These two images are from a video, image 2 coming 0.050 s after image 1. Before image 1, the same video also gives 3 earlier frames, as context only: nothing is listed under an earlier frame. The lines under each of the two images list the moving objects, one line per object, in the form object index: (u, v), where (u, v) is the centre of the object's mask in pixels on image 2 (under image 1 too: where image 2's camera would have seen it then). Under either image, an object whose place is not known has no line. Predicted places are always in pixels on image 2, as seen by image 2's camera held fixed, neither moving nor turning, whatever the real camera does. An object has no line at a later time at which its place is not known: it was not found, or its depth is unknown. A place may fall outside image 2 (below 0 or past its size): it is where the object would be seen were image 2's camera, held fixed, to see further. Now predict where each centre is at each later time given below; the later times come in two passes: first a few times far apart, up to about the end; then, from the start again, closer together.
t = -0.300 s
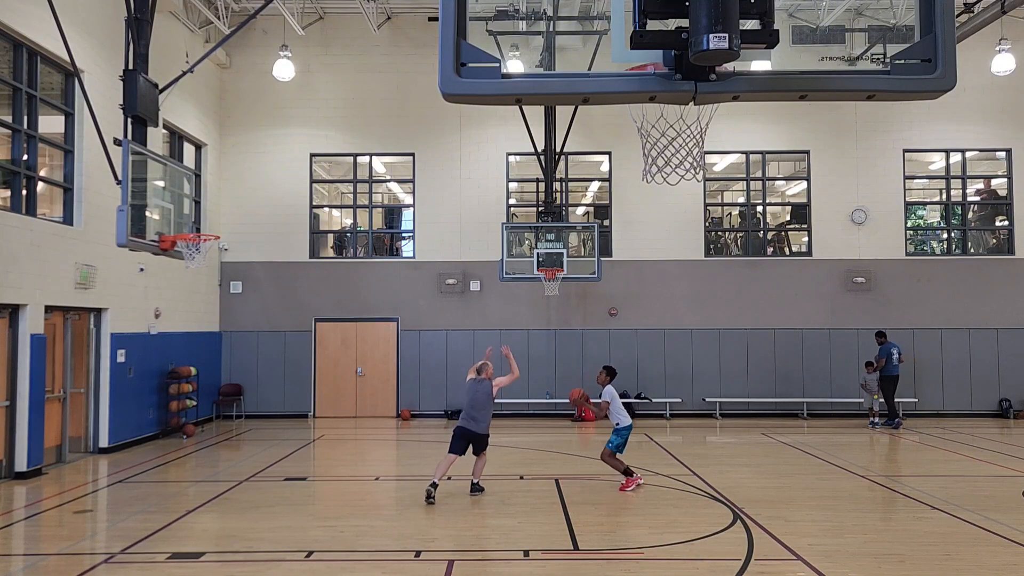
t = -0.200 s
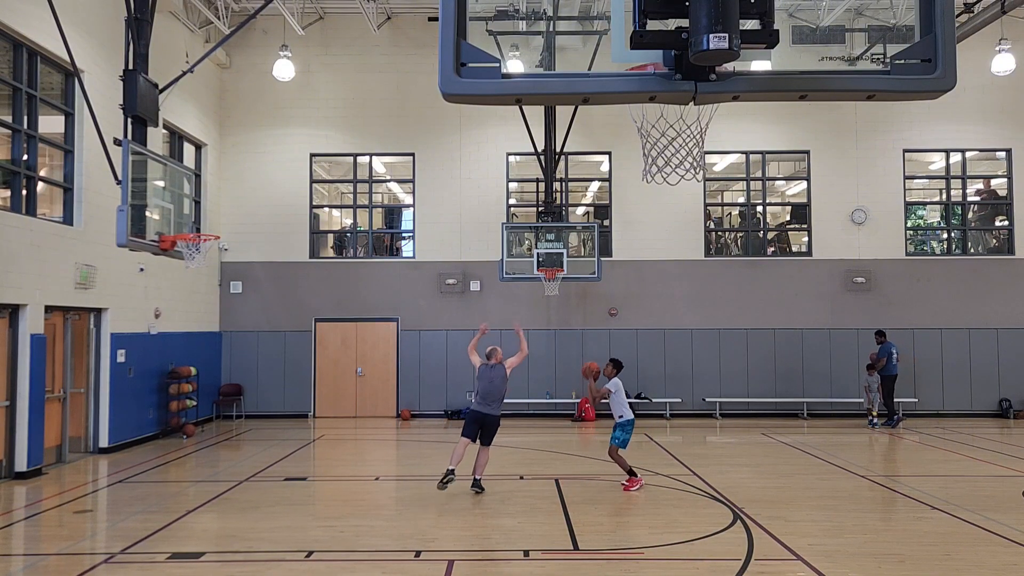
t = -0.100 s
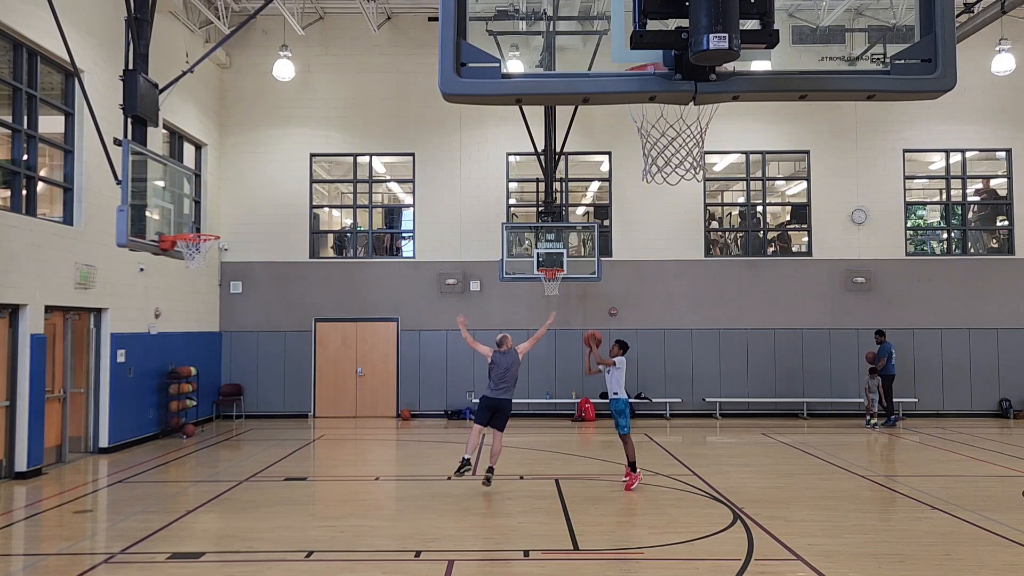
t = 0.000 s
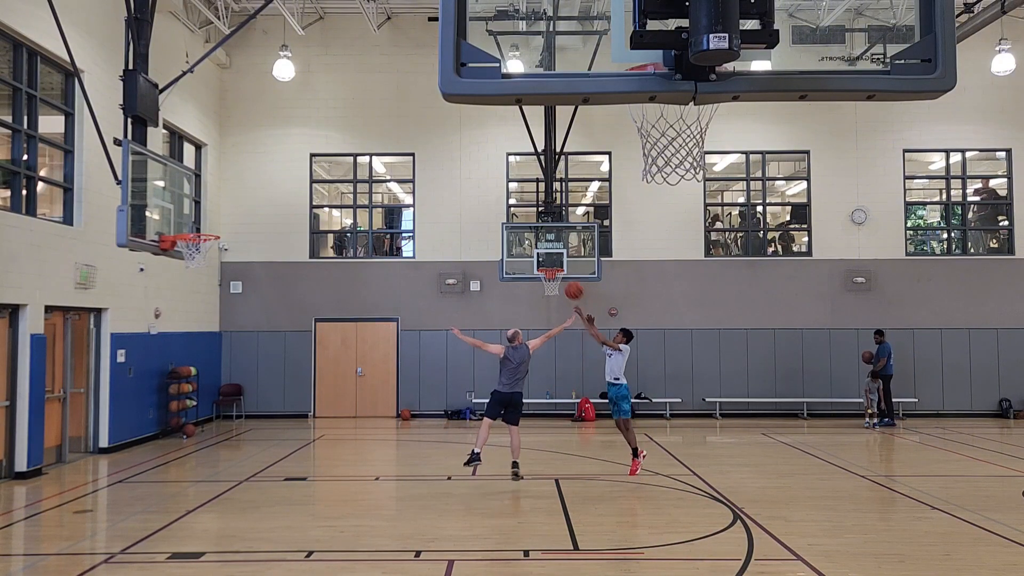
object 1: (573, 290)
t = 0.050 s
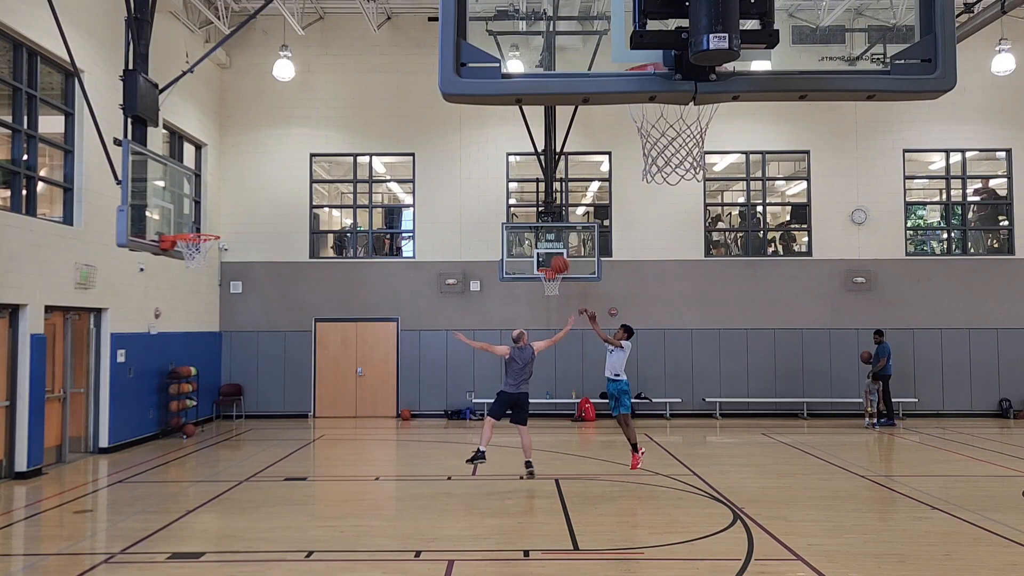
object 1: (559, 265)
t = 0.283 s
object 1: (493, 173)
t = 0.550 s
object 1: (416, 118)
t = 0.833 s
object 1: (332, 119)
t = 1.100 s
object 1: (248, 180)
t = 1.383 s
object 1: (162, 306)
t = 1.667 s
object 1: (85, 490)
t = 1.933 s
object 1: (66, 396)
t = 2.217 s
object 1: (50, 332)
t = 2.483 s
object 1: (34, 336)
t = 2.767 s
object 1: (16, 412)
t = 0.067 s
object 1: (555, 258)
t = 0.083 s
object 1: (550, 249)
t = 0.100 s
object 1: (545, 241)
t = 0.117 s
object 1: (541, 235)
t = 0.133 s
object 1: (537, 228)
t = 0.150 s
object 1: (532, 221)
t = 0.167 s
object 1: (526, 214)
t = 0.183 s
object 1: (522, 208)
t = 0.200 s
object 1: (517, 201)
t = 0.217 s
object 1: (512, 196)
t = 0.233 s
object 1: (507, 189)
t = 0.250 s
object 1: (503, 184)
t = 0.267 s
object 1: (498, 178)
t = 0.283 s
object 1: (493, 173)
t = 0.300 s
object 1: (489, 168)
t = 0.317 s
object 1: (484, 163)
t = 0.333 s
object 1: (479, 158)
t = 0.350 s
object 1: (474, 154)
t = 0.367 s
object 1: (469, 150)
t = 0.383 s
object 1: (465, 146)
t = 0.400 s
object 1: (460, 142)
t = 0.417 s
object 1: (455, 139)
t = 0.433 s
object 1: (450, 135)
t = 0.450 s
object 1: (445, 132)
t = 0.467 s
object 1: (440, 129)
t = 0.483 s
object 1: (436, 126)
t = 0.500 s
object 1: (431, 124)
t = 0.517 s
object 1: (426, 121)
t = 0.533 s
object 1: (421, 119)
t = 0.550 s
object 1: (416, 118)
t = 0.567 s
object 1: (412, 116)
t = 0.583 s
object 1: (407, 114)
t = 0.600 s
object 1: (402, 113)
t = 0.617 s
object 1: (397, 112)
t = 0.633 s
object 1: (392, 111)
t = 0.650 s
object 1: (387, 111)
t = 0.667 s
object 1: (382, 110)
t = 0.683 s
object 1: (377, 110)
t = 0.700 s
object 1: (372, 110)
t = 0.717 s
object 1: (367, 110)
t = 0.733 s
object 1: (362, 111)
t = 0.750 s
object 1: (357, 112)
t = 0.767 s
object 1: (352, 112)
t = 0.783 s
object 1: (347, 114)
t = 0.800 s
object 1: (342, 115)
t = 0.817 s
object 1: (337, 117)
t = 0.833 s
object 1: (332, 119)
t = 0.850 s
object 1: (327, 121)
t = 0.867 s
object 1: (321, 123)
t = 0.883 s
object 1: (316, 126)
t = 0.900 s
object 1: (311, 128)
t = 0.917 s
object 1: (306, 131)
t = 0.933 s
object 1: (301, 134)
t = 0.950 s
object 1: (296, 138)
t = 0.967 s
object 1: (291, 142)
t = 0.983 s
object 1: (285, 146)
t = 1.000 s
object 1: (280, 150)
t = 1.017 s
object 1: (275, 155)
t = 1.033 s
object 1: (269, 159)
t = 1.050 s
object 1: (264, 164)
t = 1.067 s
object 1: (259, 169)
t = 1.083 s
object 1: (254, 175)
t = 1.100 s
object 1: (248, 180)
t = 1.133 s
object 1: (238, 193)
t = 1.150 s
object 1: (232, 199)
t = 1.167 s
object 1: (227, 206)
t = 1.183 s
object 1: (221, 213)
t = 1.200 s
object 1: (216, 220)
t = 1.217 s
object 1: (211, 226)
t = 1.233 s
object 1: (206, 230)
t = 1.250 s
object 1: (195, 241)
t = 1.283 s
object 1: (189, 259)
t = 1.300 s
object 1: (184, 269)
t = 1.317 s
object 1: (180, 274)
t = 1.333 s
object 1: (176, 281)
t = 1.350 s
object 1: (171, 289)
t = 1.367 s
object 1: (167, 297)
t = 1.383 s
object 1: (162, 306)
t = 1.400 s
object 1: (158, 314)
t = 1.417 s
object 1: (154, 323)
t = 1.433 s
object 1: (149, 333)
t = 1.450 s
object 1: (145, 342)
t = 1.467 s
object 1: (140, 351)
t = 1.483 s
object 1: (136, 361)
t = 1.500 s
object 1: (132, 371)
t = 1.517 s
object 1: (126, 382)
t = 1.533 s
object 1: (123, 393)
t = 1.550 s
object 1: (118, 404)
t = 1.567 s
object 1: (114, 415)
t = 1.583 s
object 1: (110, 427)
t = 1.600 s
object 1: (105, 441)
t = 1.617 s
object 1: (100, 452)
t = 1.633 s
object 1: (95, 465)
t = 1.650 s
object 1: (90, 477)
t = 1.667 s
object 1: (85, 490)
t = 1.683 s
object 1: (81, 504)
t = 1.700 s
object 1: (79, 504)
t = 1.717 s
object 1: (77, 494)
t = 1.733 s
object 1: (77, 485)
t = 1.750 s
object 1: (76, 476)
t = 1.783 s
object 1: (74, 459)
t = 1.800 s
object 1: (73, 452)
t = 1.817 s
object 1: (73, 444)
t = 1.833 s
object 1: (71, 436)
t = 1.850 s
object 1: (71, 429)
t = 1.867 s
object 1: (69, 421)
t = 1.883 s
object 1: (69, 414)
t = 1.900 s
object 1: (67, 408)
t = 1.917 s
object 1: (67, 402)
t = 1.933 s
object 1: (66, 396)
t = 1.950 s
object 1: (65, 390)
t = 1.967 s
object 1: (64, 384)
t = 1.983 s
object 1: (63, 379)
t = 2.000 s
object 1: (62, 374)
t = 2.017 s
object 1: (61, 369)
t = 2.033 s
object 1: (60, 365)
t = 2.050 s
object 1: (59, 360)
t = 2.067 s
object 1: (58, 356)
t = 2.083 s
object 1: (58, 352)
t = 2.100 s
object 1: (56, 349)
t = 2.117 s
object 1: (55, 346)
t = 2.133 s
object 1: (55, 343)
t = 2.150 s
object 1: (54, 341)
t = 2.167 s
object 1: (53, 338)
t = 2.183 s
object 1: (51, 336)
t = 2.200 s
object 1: (51, 334)
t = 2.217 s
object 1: (50, 332)
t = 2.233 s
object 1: (49, 331)
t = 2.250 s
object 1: (48, 329)
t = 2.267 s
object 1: (47, 328)
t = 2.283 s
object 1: (46, 327)
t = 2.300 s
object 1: (45, 327)
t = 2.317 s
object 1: (44, 327)
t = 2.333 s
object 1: (43, 326)
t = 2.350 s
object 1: (43, 326)
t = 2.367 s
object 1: (42, 327)
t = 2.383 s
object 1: (41, 327)
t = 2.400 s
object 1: (40, 328)
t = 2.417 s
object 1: (39, 329)
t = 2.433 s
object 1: (37, 331)
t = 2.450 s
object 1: (36, 333)
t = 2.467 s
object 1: (35, 334)
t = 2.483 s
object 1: (34, 336)
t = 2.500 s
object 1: (33, 339)
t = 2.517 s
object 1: (32, 341)
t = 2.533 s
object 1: (31, 344)
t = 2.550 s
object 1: (30, 347)
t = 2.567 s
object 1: (29, 351)
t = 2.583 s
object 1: (28, 354)
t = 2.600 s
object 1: (26, 358)
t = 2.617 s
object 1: (25, 362)
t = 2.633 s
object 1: (24, 367)
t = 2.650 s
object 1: (23, 371)
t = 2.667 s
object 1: (22, 377)
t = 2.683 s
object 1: (21, 382)
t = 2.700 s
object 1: (20, 387)
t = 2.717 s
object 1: (18, 393)
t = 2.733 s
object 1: (18, 399)
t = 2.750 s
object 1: (17, 405)
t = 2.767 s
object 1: (16, 412)
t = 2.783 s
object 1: (14, 418)
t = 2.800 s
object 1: (13, 425)
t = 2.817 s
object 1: (12, 432)
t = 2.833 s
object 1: (11, 440)
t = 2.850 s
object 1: (10, 448)
